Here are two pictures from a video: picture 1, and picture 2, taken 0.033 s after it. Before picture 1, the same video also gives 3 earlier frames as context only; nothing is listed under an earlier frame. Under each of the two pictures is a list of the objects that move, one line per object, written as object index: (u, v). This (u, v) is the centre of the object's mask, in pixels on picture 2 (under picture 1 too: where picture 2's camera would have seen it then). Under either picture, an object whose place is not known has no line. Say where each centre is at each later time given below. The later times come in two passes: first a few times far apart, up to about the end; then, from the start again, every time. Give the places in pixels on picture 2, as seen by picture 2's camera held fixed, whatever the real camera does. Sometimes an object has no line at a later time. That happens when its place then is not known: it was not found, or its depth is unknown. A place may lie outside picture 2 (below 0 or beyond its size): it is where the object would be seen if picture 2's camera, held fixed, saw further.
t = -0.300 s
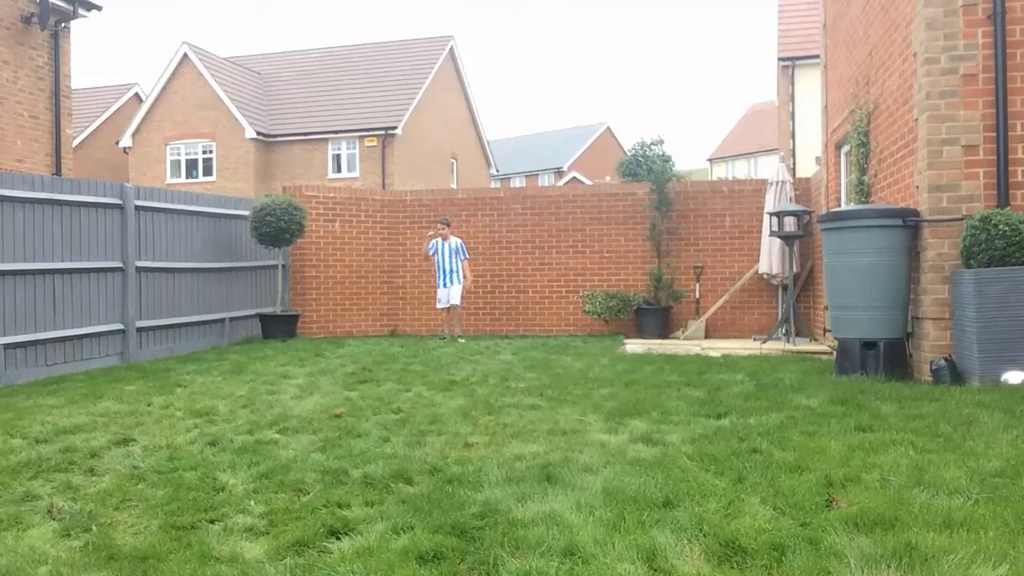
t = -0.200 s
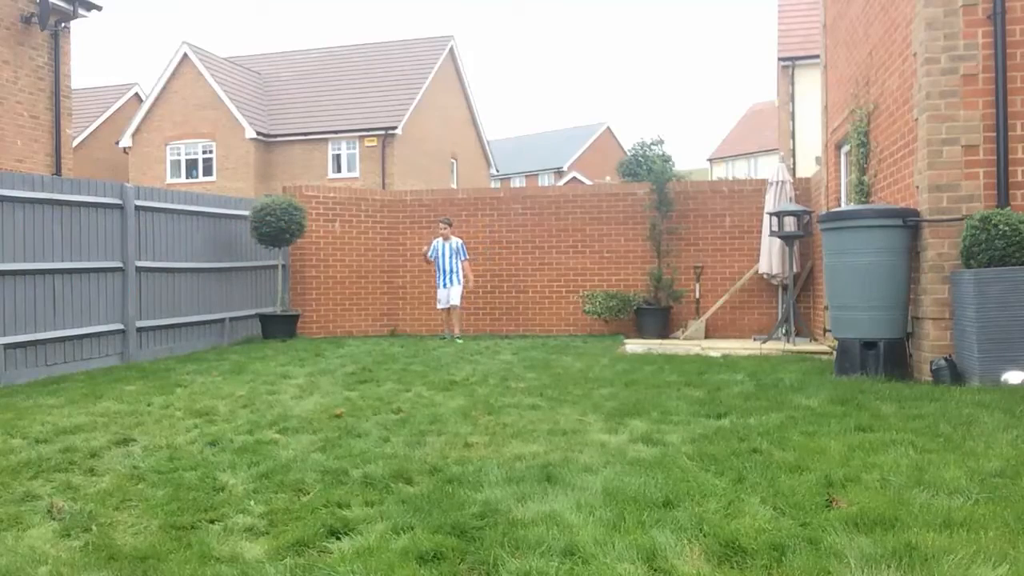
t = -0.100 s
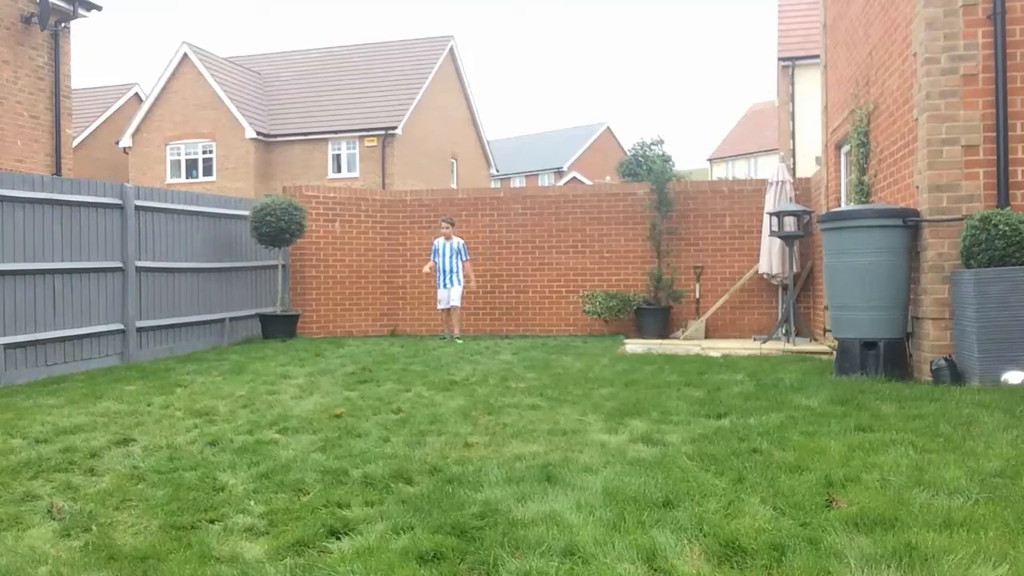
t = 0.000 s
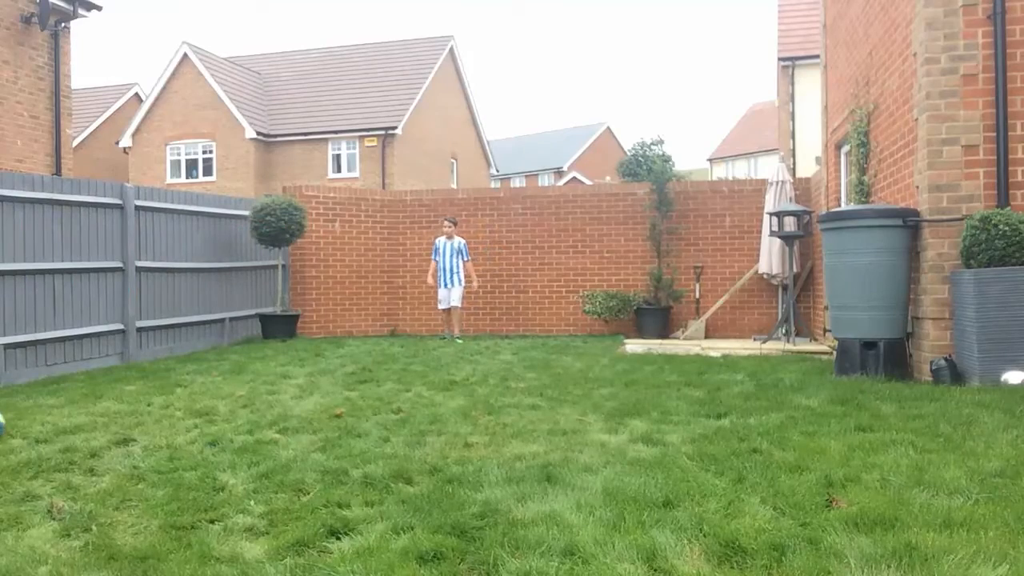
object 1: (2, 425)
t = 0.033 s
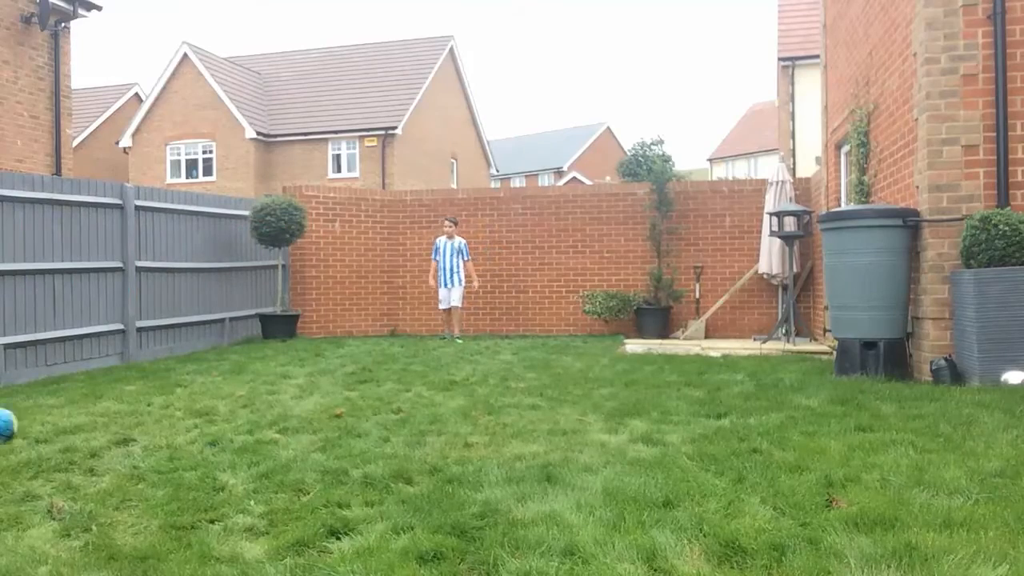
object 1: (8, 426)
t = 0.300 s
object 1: (75, 419)
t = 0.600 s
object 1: (138, 415)
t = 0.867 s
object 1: (177, 414)
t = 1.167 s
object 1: (193, 412)
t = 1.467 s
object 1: (193, 412)
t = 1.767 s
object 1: (190, 412)
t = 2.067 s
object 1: (187, 413)
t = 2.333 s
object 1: (187, 413)
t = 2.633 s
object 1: (187, 413)
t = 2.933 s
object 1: (187, 413)
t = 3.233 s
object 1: (187, 413)
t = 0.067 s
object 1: (12, 424)
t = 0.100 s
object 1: (18, 423)
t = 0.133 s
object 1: (25, 423)
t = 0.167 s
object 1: (36, 422)
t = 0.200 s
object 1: (47, 421)
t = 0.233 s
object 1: (57, 421)
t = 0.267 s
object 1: (67, 420)
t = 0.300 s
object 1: (75, 419)
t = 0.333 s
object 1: (83, 420)
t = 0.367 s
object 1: (91, 419)
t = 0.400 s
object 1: (99, 418)
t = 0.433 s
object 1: (106, 417)
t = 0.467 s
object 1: (114, 416)
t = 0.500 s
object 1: (120, 415)
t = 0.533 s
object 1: (126, 415)
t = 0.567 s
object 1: (132, 415)
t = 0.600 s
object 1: (138, 415)
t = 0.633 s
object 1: (143, 415)
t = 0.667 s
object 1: (149, 415)
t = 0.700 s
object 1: (154, 416)
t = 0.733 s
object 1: (159, 415)
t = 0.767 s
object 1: (163, 415)
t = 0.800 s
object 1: (168, 414)
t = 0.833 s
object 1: (173, 414)
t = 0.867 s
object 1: (177, 414)
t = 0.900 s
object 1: (181, 414)
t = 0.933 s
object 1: (183, 413)
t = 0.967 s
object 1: (186, 413)
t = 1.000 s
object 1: (187, 413)
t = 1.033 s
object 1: (189, 413)
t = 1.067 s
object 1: (190, 412)
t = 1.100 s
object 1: (191, 412)
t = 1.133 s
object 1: (192, 412)
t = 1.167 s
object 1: (193, 412)
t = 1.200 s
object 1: (193, 412)
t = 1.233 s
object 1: (193, 412)
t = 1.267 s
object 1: (193, 412)
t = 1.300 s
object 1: (193, 412)
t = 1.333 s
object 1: (193, 412)
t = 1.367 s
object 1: (194, 412)
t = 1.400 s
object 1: (194, 412)
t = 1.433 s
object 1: (193, 412)
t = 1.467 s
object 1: (193, 412)
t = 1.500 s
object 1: (193, 412)
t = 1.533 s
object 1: (193, 412)
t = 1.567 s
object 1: (193, 412)
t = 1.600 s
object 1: (192, 412)
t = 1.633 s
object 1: (192, 413)
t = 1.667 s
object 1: (191, 412)
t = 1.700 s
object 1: (191, 412)
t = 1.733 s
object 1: (190, 413)
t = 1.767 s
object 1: (190, 412)
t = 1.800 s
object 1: (189, 412)
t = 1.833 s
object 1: (189, 412)
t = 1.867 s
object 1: (189, 413)
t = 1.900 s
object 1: (188, 413)
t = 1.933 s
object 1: (188, 413)
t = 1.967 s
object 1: (188, 413)
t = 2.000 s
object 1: (187, 413)
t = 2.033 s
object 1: (187, 413)
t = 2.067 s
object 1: (187, 413)
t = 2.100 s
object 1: (187, 413)
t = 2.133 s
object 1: (187, 413)
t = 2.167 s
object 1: (187, 413)
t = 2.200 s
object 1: (187, 413)
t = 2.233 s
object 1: (187, 413)
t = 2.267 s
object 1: (187, 413)
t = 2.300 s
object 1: (187, 413)
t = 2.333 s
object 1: (187, 413)
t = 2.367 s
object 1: (187, 413)
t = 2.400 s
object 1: (187, 413)
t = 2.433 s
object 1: (187, 413)
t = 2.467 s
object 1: (187, 413)
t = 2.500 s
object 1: (187, 413)
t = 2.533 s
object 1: (187, 413)
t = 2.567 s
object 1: (187, 413)
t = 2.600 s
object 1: (187, 413)
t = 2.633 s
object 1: (187, 413)
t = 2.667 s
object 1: (187, 413)
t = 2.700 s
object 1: (187, 413)
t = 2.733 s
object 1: (187, 413)
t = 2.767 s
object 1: (187, 413)
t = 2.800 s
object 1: (187, 413)
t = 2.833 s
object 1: (187, 413)
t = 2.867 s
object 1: (187, 413)
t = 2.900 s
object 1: (187, 413)
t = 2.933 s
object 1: (187, 413)
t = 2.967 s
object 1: (187, 413)
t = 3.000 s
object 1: (187, 413)
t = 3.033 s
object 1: (187, 413)
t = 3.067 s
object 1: (187, 413)
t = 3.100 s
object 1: (187, 413)
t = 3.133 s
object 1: (187, 413)
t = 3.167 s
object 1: (187, 413)
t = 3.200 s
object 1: (187, 413)
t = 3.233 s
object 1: (187, 413)
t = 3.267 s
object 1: (187, 413)
